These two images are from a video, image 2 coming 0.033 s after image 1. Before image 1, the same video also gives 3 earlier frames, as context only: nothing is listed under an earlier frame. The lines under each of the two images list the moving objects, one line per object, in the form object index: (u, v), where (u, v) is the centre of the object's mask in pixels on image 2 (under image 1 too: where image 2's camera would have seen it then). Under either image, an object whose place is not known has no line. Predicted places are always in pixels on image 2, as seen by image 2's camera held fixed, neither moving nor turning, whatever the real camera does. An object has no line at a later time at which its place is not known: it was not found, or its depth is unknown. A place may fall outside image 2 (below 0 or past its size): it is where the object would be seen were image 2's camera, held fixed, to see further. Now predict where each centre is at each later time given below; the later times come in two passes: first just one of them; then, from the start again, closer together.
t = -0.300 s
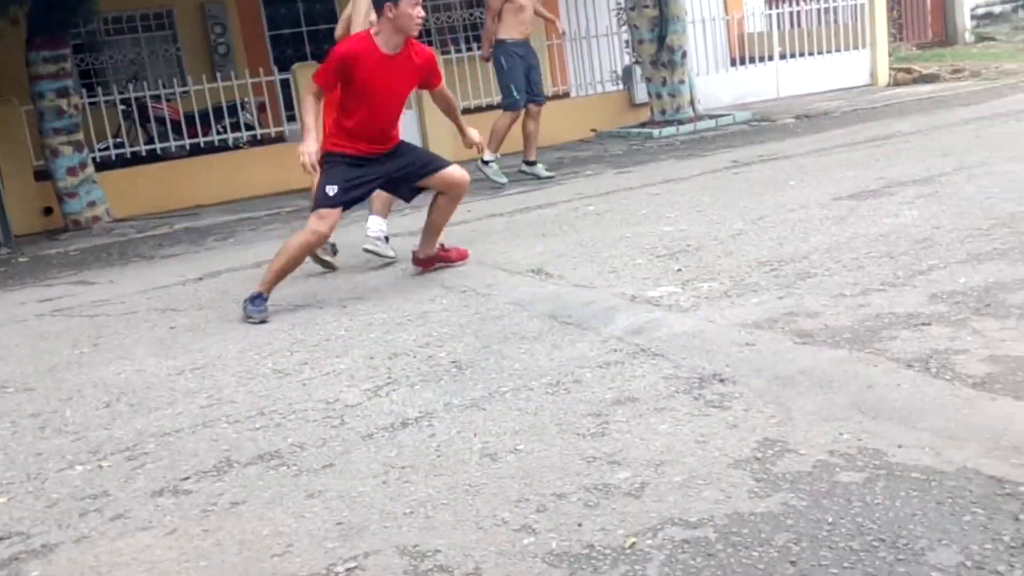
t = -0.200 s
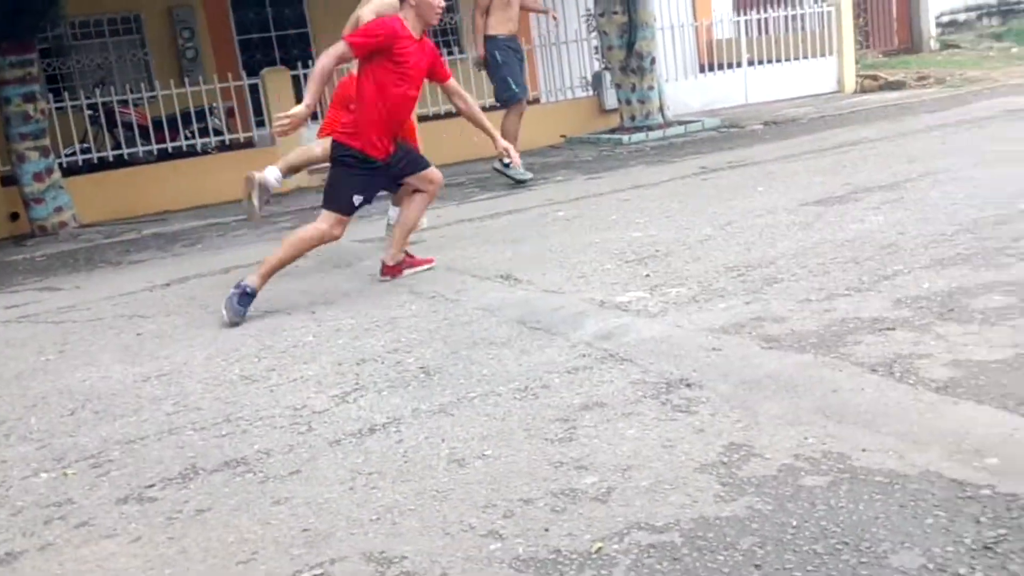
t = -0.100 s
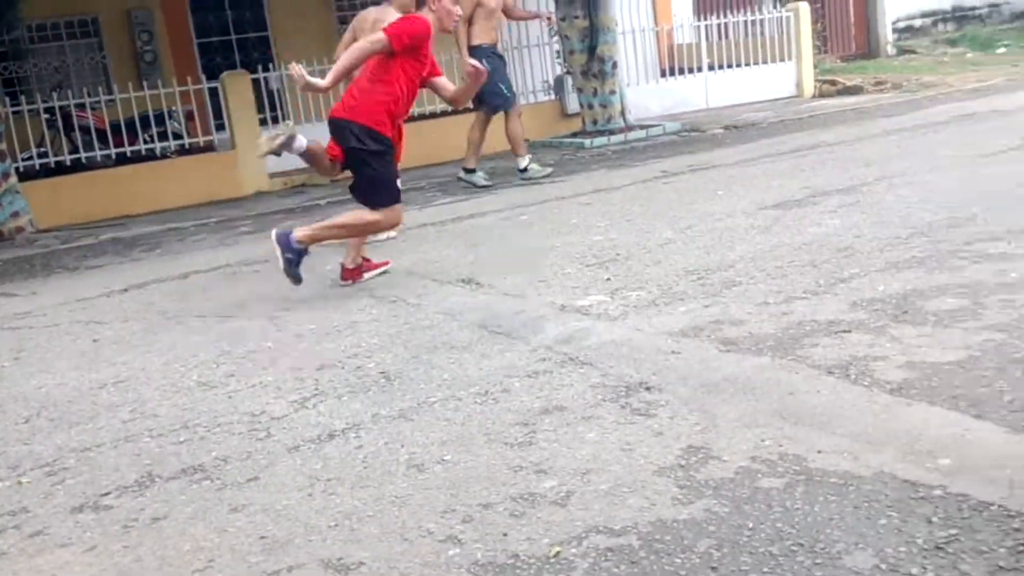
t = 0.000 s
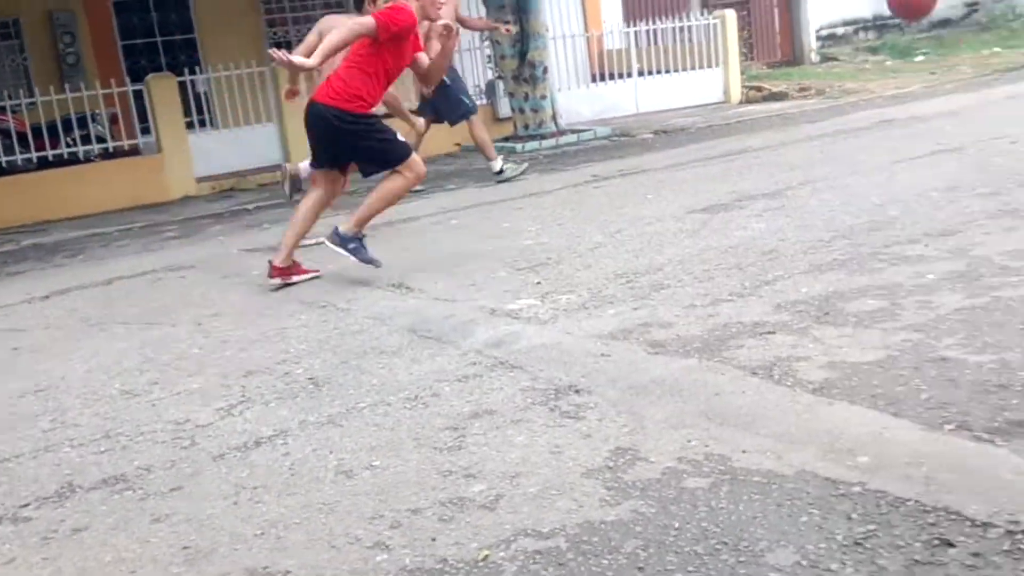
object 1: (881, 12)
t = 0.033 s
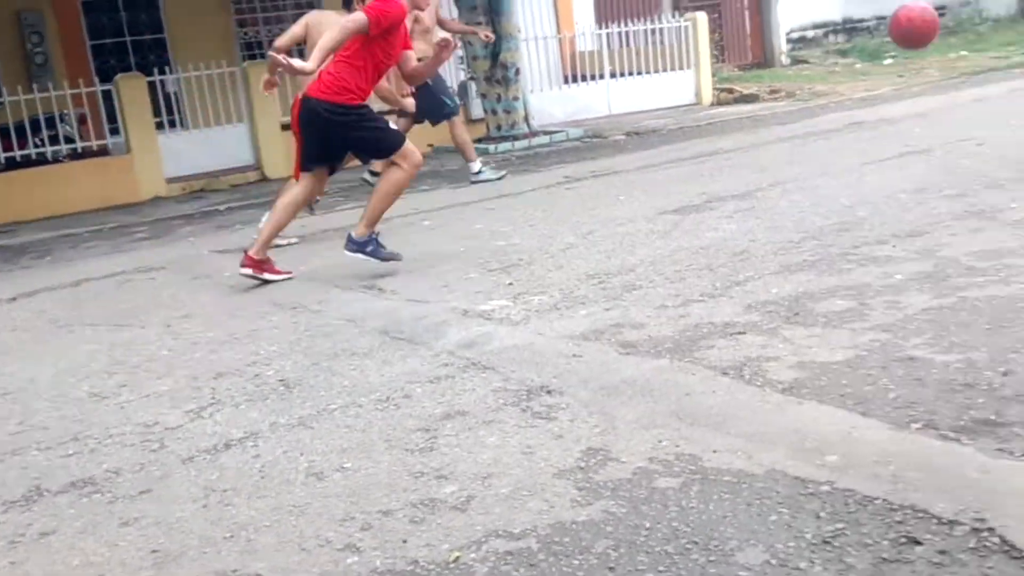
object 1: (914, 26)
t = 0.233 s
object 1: (1090, 178)
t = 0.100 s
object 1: (978, 85)
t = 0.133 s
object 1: (1011, 118)
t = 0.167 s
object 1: (1043, 153)
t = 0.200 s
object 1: (1076, 192)
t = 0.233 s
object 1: (1090, 178)
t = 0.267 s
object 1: (1100, 159)
